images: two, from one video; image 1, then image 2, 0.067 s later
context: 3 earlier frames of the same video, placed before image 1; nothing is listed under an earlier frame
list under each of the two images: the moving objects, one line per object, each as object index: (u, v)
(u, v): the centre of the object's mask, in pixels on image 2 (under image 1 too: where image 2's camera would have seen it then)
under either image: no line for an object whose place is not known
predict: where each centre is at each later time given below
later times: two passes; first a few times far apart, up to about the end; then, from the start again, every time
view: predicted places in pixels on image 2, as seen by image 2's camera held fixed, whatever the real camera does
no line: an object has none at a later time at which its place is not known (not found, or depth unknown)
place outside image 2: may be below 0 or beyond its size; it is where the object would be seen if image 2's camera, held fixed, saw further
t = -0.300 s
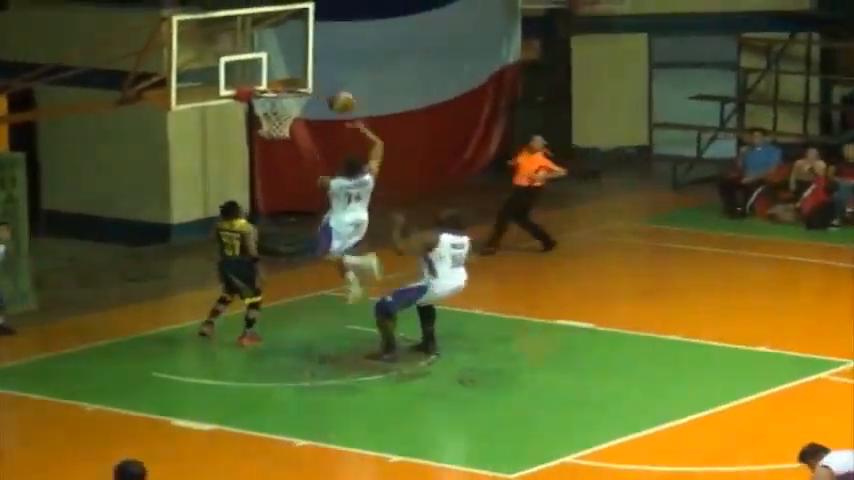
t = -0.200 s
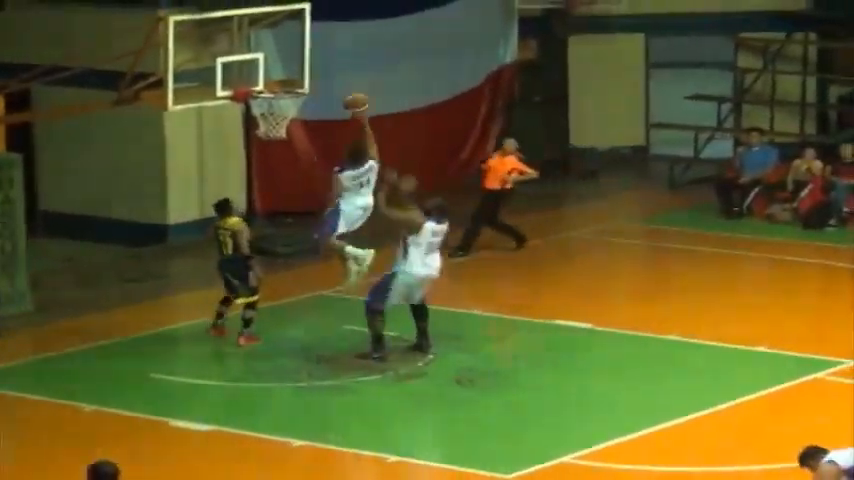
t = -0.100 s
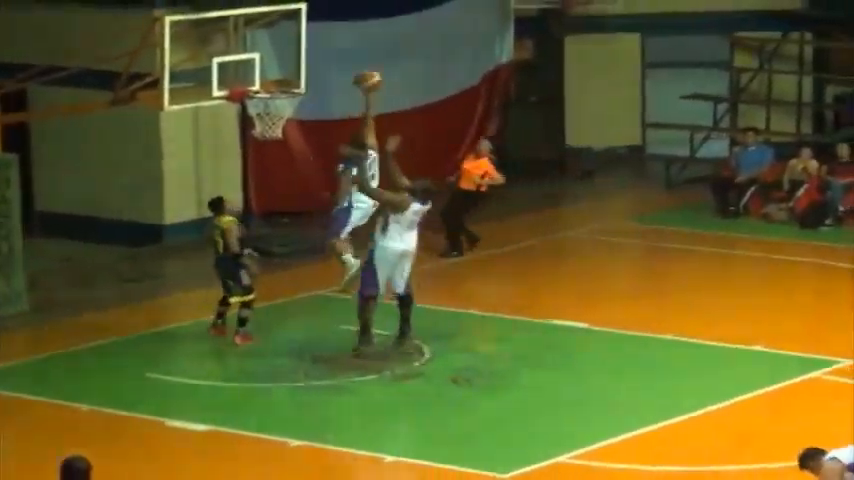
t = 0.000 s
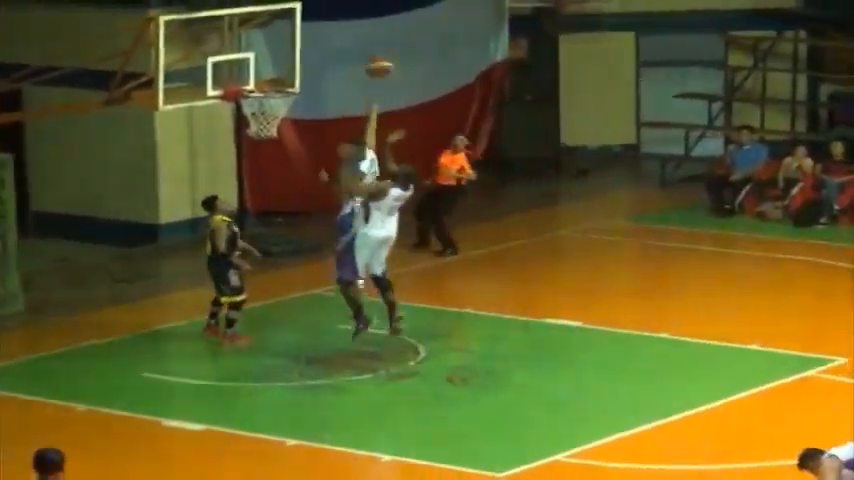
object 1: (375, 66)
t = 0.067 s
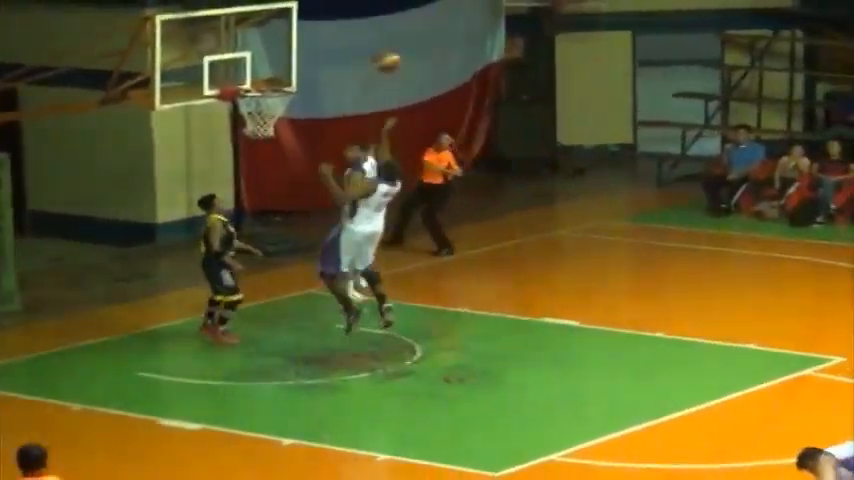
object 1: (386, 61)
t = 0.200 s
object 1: (409, 65)
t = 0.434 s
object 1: (449, 107)
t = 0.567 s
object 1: (469, 150)
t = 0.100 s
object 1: (393, 61)
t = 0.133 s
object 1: (398, 61)
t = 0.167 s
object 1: (403, 62)
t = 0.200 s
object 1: (409, 65)
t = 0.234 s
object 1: (414, 69)
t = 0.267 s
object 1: (422, 72)
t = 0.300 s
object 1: (426, 76)
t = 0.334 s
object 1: (433, 81)
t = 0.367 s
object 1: (439, 91)
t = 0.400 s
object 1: (445, 99)
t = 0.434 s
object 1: (449, 107)
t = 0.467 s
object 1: (455, 116)
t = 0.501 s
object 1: (460, 127)
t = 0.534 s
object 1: (466, 139)
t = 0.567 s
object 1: (469, 150)
